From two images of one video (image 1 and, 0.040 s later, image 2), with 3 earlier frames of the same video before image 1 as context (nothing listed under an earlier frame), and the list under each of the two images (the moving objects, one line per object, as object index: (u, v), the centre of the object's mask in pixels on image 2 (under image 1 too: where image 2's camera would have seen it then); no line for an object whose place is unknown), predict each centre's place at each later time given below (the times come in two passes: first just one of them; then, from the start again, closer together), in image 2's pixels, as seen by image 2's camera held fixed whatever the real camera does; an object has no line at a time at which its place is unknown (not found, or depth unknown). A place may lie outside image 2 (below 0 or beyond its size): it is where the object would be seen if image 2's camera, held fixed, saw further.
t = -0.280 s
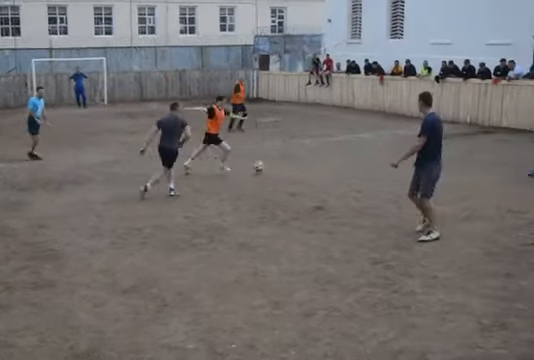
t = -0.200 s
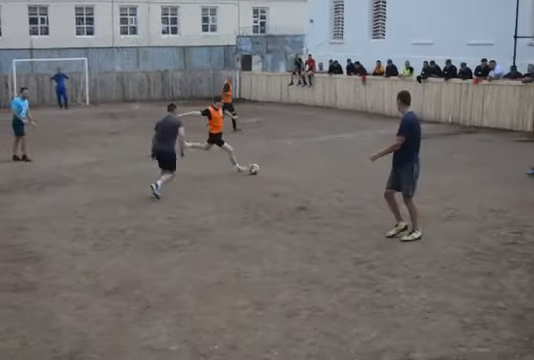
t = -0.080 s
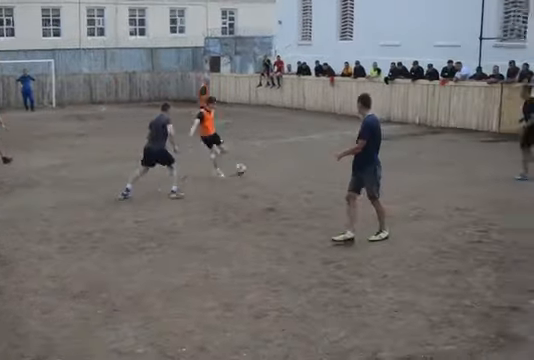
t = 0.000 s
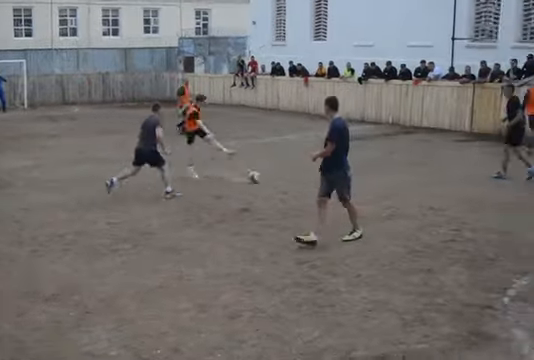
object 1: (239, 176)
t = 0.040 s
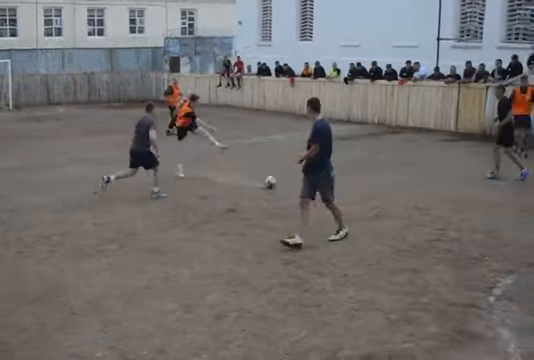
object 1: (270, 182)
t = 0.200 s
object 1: (404, 207)
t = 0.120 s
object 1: (334, 194)
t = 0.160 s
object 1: (368, 200)
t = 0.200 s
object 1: (404, 207)
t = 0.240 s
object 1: (441, 214)
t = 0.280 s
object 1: (482, 221)
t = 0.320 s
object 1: (524, 228)
